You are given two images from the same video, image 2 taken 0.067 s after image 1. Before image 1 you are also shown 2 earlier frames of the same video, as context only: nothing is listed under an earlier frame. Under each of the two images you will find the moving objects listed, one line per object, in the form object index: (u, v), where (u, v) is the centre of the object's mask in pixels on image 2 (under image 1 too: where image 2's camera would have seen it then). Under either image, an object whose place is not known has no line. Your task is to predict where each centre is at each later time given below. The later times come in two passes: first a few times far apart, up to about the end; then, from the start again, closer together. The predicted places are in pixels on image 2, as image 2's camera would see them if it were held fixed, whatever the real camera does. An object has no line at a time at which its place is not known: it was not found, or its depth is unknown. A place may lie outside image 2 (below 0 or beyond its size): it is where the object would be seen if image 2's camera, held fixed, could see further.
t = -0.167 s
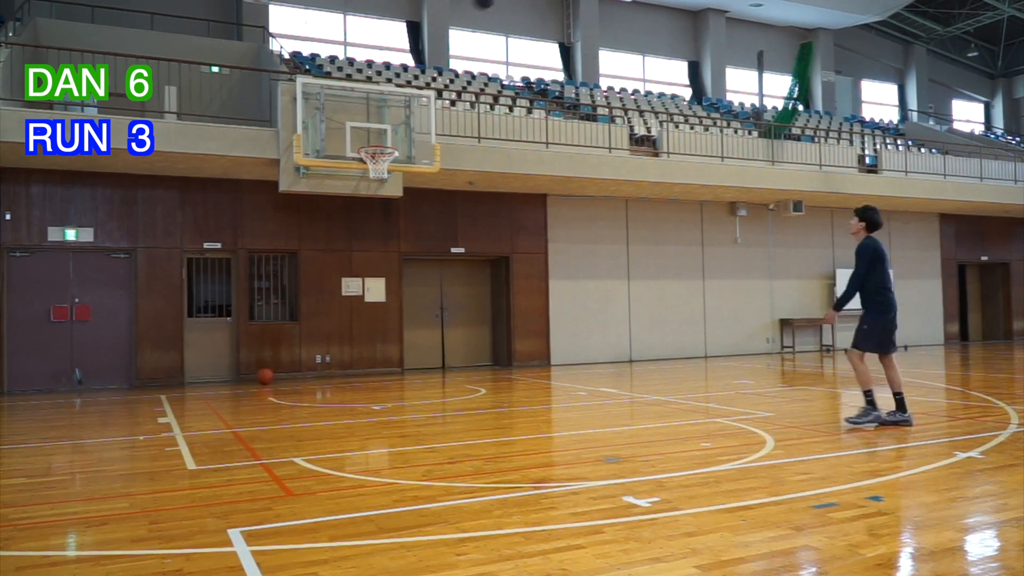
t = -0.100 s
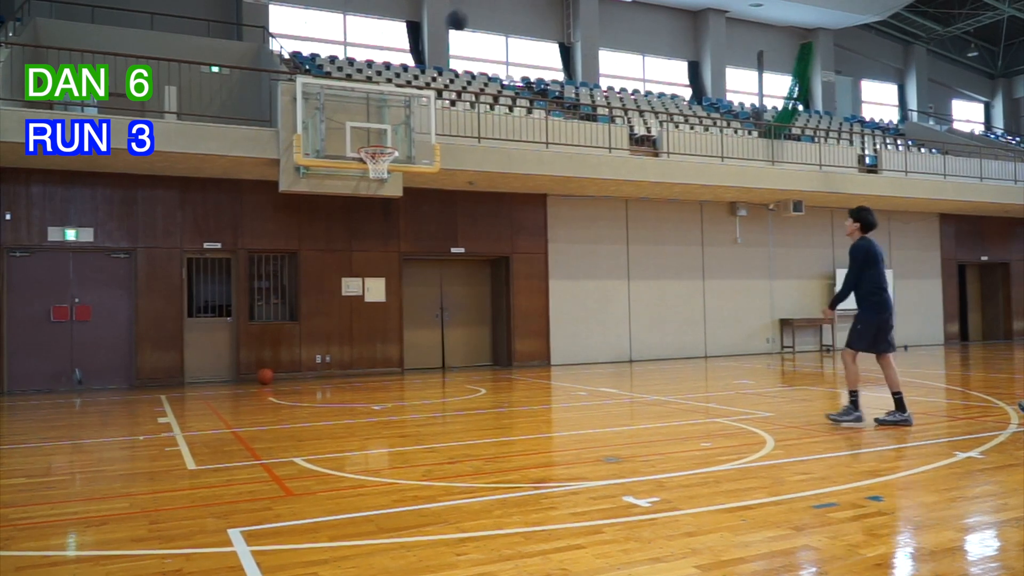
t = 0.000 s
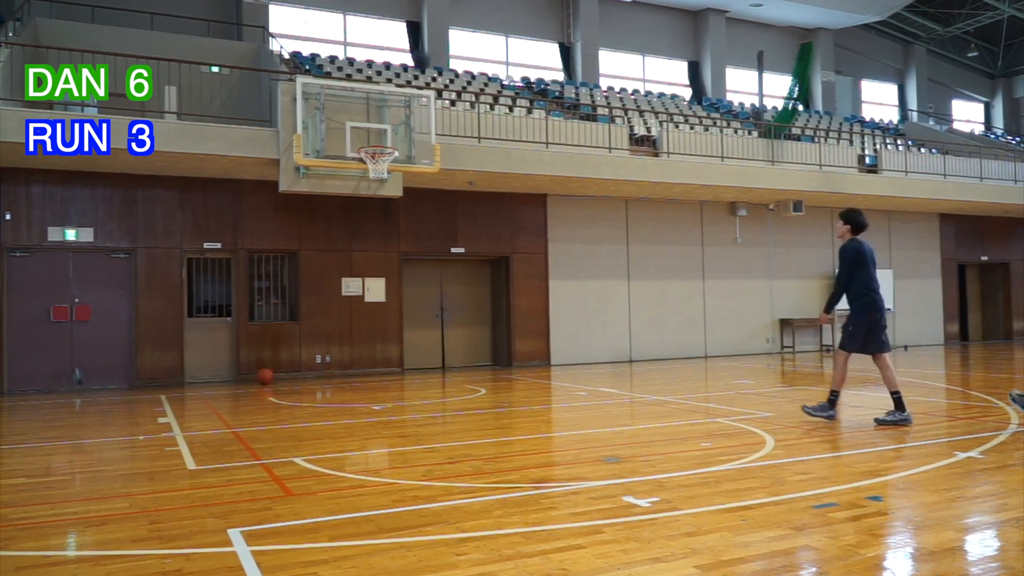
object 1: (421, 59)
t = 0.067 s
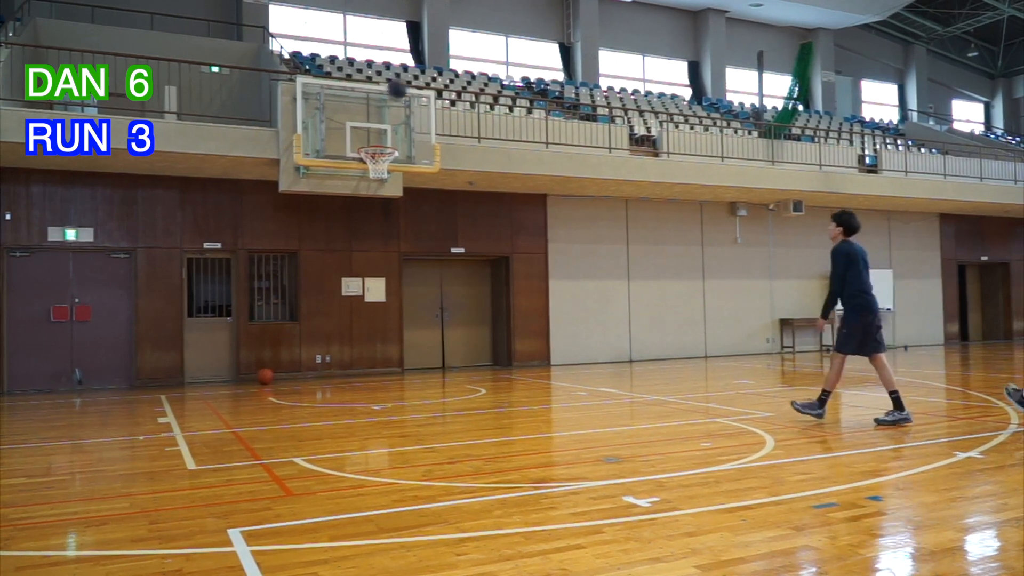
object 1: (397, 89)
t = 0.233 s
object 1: (364, 128)
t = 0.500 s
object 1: (391, 80)
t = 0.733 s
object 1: (421, 77)
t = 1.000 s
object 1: (457, 126)
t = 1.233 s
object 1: (493, 219)
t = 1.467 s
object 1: (532, 366)
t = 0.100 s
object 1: (385, 104)
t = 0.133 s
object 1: (375, 119)
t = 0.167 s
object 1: (365, 136)
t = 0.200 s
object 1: (363, 136)
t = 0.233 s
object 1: (364, 128)
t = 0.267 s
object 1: (365, 121)
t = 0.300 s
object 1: (367, 115)
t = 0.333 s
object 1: (370, 107)
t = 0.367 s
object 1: (375, 100)
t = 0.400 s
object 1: (378, 94)
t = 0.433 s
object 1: (383, 88)
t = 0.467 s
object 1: (386, 84)
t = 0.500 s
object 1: (391, 80)
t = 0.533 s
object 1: (395, 77)
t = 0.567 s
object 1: (399, 75)
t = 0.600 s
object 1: (403, 74)
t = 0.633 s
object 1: (407, 73)
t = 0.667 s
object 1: (411, 74)
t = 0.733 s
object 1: (421, 77)
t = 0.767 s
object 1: (424, 80)
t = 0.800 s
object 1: (430, 83)
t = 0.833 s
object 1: (434, 88)
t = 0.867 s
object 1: (438, 94)
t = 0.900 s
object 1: (443, 101)
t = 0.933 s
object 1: (448, 108)
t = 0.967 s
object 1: (452, 117)
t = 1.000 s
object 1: (457, 126)
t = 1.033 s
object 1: (462, 136)
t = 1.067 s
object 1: (467, 148)
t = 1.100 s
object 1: (472, 160)
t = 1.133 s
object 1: (477, 174)
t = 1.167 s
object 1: (483, 187)
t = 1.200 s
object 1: (488, 203)
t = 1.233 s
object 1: (493, 219)
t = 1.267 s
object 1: (499, 237)
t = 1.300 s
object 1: (504, 256)
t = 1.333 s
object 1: (510, 275)
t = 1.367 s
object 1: (515, 297)
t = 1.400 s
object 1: (521, 318)
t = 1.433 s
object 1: (526, 341)
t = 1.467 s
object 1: (532, 366)
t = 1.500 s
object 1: (537, 389)
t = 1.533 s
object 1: (538, 375)
